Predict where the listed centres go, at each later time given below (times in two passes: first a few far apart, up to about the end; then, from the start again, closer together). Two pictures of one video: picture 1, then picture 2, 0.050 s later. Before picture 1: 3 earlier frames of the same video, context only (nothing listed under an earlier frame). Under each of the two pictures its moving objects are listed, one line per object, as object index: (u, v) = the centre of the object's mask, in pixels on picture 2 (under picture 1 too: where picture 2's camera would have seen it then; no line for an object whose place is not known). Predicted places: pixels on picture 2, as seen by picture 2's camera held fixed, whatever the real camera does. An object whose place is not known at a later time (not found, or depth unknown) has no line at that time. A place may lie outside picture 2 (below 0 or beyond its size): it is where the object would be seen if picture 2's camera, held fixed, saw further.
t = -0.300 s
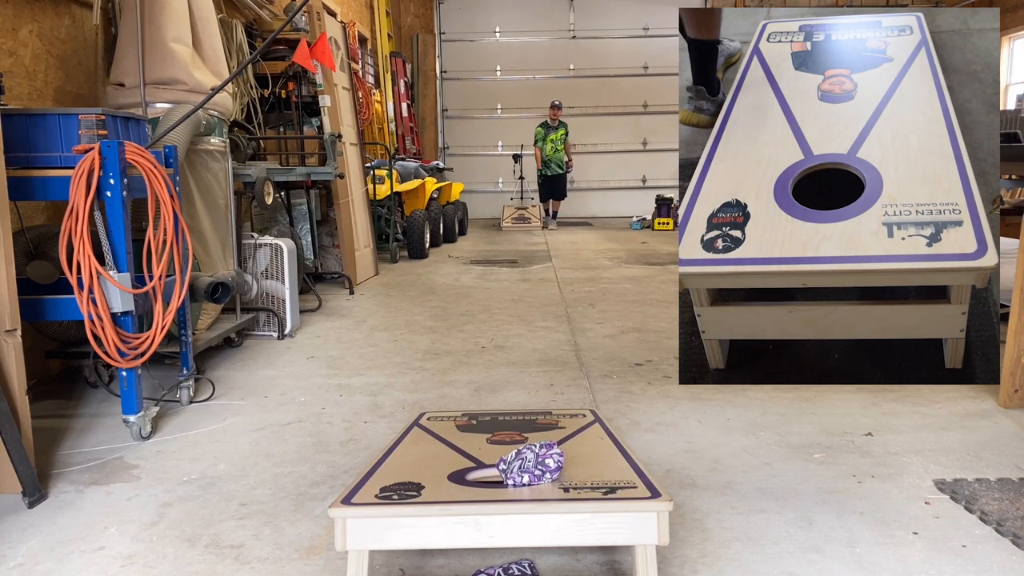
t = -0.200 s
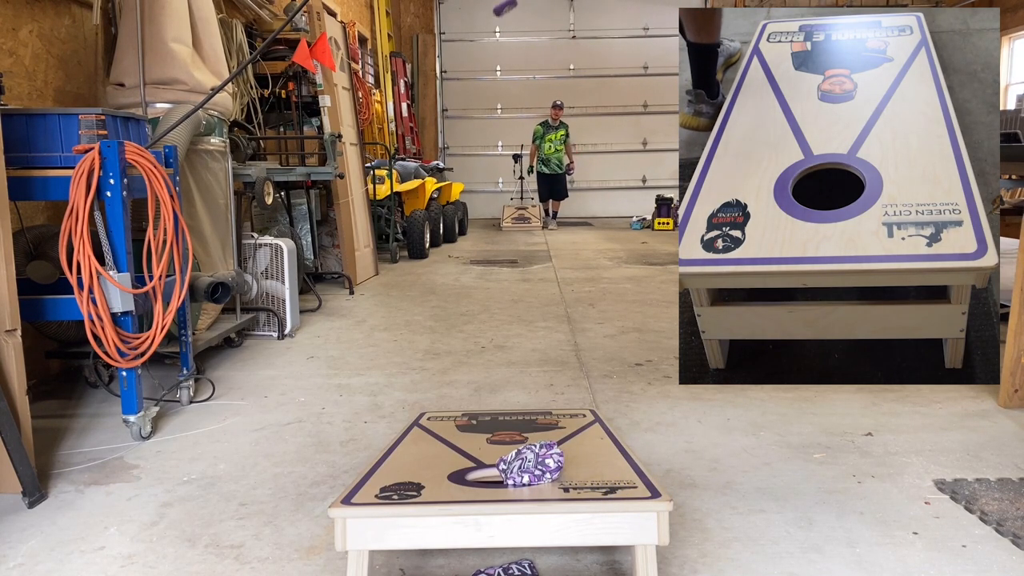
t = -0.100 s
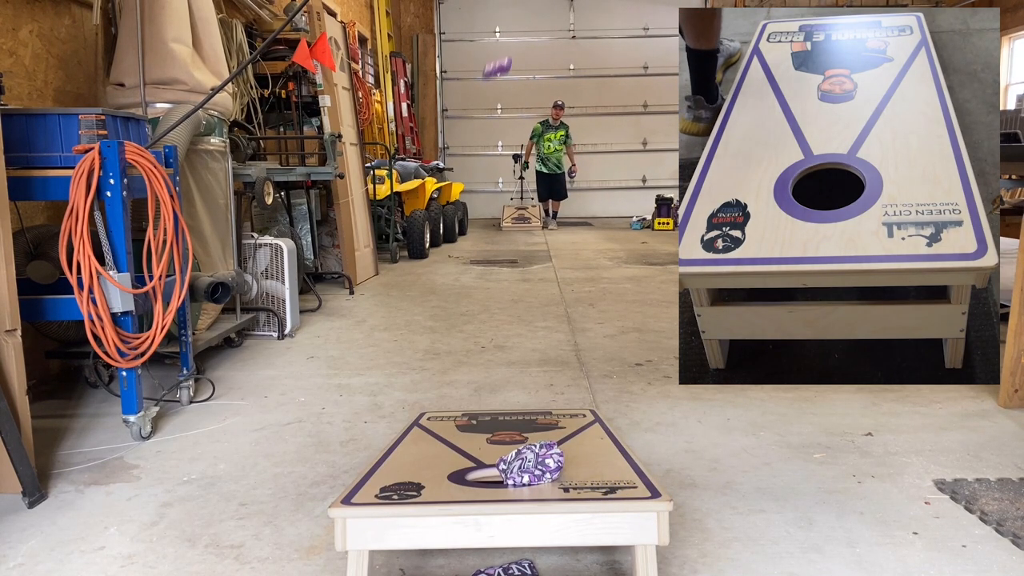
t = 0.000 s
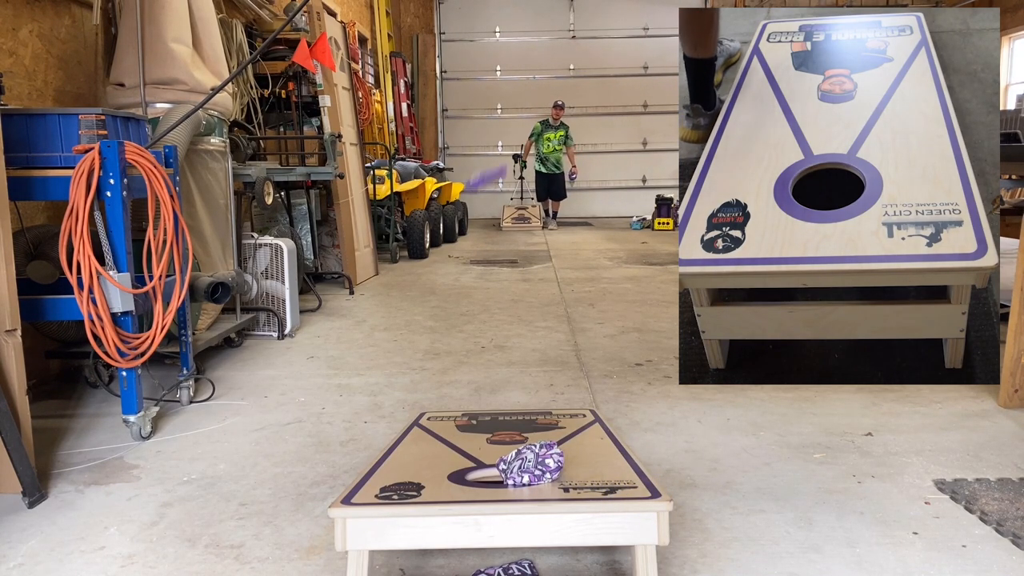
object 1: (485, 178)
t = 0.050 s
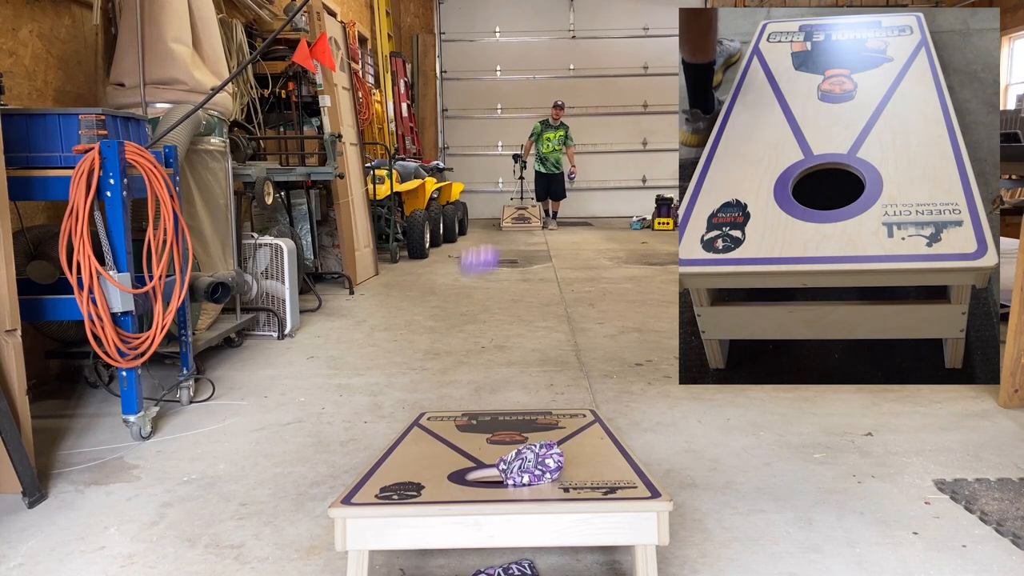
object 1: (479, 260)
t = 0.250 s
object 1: (467, 434)
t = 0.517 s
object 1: (467, 470)
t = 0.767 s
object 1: (467, 473)
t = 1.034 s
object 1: (466, 473)
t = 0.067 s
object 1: (476, 293)
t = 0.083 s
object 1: (473, 329)
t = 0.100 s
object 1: (469, 370)
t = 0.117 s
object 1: (467, 408)
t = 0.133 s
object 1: (466, 418)
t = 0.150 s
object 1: (466, 418)
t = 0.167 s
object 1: (466, 419)
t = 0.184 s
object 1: (466, 421)
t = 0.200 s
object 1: (467, 424)
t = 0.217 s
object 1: (466, 427)
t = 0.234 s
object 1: (467, 431)
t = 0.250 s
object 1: (467, 434)
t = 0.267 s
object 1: (467, 438)
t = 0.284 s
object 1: (467, 441)
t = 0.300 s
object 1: (467, 444)
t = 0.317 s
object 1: (466, 446)
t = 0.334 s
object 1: (466, 449)
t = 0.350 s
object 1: (466, 451)
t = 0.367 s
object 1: (466, 454)
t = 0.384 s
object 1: (465, 456)
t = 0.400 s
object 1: (465, 458)
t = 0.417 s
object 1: (465, 460)
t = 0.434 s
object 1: (466, 462)
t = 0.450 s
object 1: (465, 464)
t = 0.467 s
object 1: (466, 466)
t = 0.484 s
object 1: (467, 467)
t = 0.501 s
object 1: (467, 469)
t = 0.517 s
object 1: (467, 470)
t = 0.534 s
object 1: (467, 471)
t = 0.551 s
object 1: (468, 472)
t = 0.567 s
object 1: (469, 472)
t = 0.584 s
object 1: (467, 473)
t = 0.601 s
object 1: (467, 473)
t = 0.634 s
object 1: (468, 473)
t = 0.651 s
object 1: (468, 473)
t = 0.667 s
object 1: (467, 473)
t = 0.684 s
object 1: (467, 473)
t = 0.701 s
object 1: (467, 473)
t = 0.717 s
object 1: (467, 473)
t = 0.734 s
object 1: (467, 473)
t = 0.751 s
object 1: (467, 473)
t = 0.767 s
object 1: (467, 473)
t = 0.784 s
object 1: (467, 473)
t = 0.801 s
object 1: (467, 473)
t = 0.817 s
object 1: (467, 473)
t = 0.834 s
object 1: (467, 473)
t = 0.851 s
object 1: (466, 473)
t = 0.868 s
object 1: (466, 473)
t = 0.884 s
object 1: (466, 473)
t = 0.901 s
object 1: (466, 473)
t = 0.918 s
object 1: (466, 473)
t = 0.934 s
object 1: (466, 473)
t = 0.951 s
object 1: (466, 473)
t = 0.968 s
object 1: (466, 473)
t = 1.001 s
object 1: (466, 473)
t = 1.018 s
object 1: (466, 473)
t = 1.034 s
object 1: (466, 473)
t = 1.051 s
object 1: (466, 473)
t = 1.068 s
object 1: (466, 473)
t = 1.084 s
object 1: (466, 473)
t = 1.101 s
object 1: (466, 473)
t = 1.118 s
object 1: (466, 473)
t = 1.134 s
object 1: (466, 473)
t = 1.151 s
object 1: (466, 473)
